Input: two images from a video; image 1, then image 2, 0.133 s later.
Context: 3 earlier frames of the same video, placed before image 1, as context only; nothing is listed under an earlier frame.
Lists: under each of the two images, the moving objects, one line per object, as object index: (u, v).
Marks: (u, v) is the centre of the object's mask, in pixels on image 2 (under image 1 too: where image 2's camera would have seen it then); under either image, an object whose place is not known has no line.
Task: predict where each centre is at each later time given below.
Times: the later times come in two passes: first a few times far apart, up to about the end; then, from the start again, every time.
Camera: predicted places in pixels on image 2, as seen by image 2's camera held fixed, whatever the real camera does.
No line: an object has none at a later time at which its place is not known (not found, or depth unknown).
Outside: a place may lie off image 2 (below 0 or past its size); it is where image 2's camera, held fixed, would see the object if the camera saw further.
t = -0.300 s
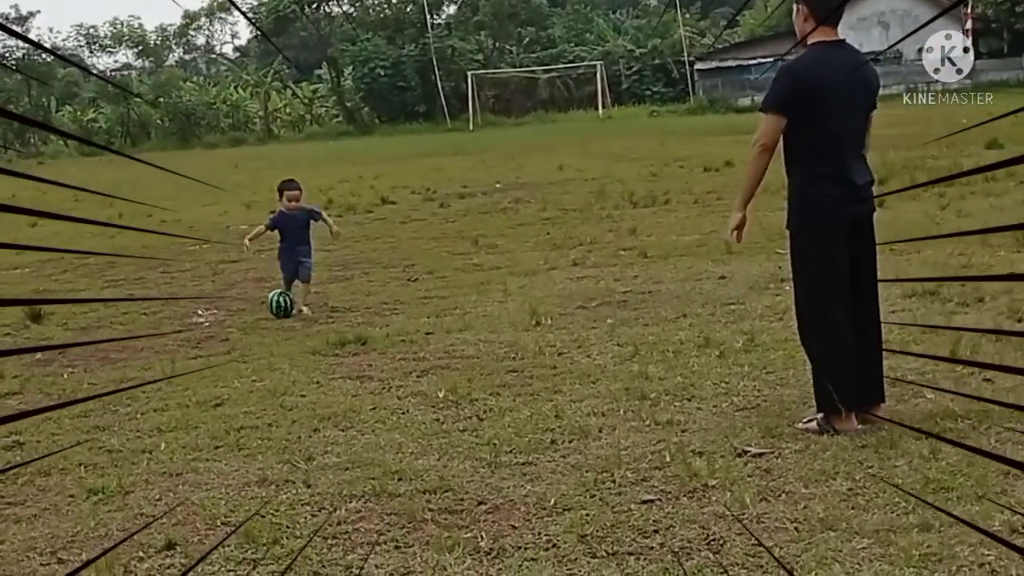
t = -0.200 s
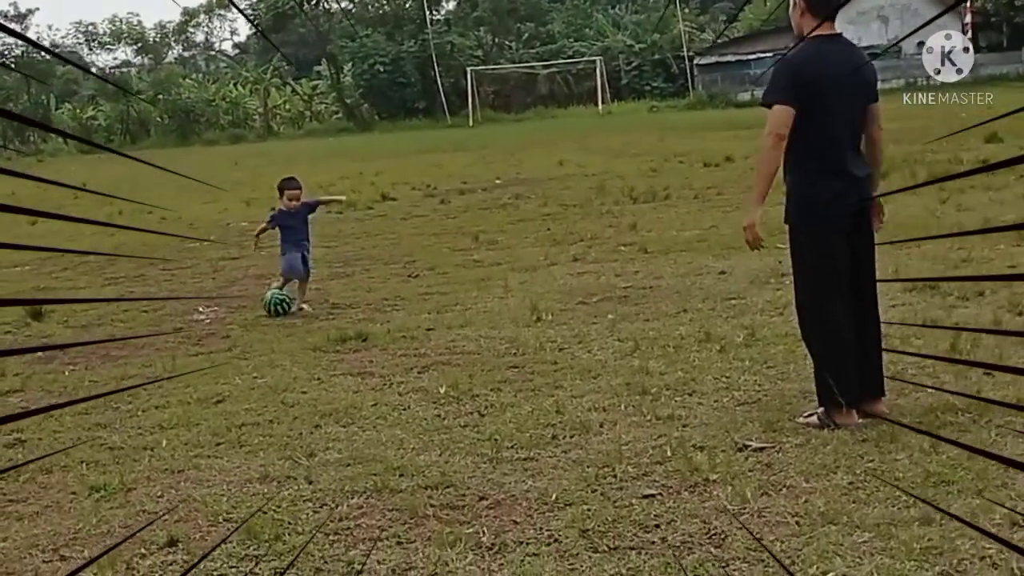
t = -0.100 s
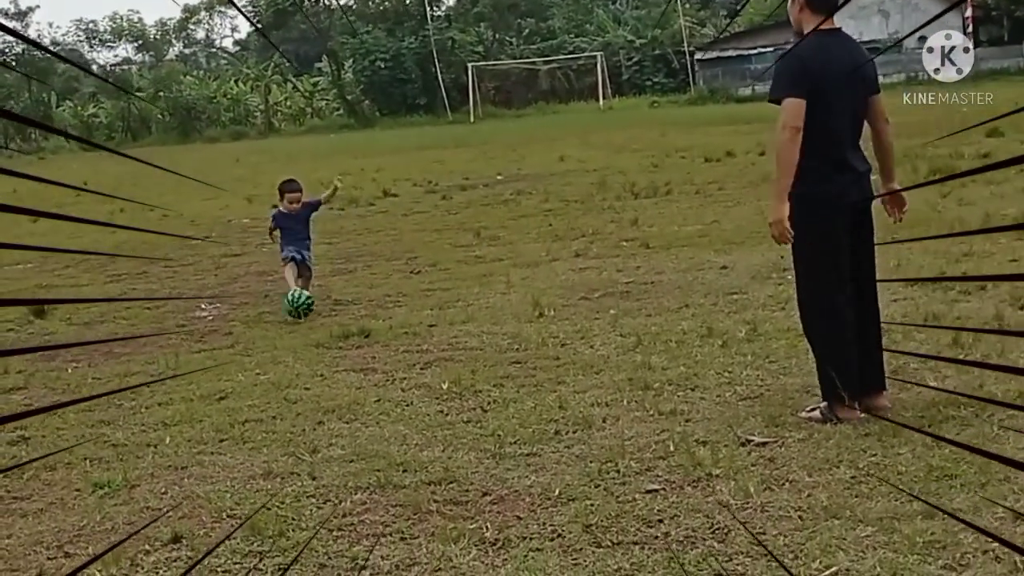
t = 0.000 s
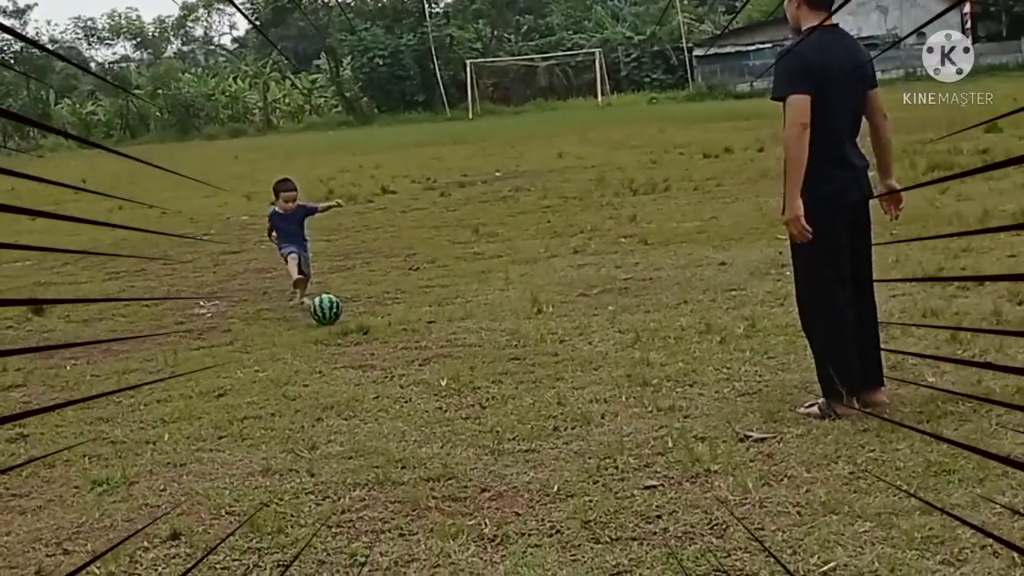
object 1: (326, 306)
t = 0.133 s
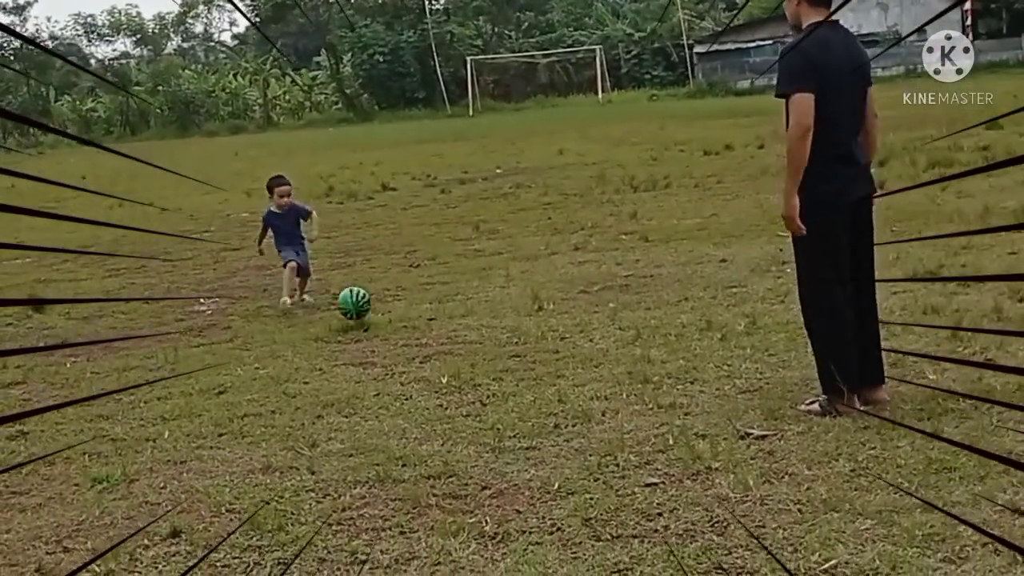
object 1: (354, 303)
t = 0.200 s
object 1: (368, 312)
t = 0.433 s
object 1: (401, 311)
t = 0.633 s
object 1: (424, 325)
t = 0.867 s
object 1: (445, 349)
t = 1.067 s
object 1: (462, 348)
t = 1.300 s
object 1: (478, 359)
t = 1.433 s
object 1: (486, 362)
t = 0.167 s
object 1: (361, 307)
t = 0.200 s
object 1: (368, 312)
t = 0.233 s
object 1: (376, 319)
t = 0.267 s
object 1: (382, 322)
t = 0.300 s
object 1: (386, 317)
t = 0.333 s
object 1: (389, 314)
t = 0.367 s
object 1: (393, 312)
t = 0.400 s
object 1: (396, 311)
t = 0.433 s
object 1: (401, 311)
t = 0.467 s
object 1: (406, 315)
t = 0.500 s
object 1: (409, 321)
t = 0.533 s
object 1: (415, 329)
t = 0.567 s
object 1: (419, 334)
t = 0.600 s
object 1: (421, 329)
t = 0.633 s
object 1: (424, 325)
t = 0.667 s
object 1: (426, 323)
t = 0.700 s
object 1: (429, 322)
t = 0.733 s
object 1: (432, 323)
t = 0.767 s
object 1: (435, 326)
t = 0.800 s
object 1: (439, 333)
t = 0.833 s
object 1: (442, 341)
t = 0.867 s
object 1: (445, 349)
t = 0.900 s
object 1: (448, 344)
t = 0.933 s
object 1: (450, 341)
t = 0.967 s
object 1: (453, 340)
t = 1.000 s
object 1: (455, 341)
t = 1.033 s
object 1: (458, 343)
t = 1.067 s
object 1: (462, 348)
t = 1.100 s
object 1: (465, 355)
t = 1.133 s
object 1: (467, 354)
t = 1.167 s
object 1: (469, 354)
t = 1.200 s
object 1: (471, 355)
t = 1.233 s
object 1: (475, 357)
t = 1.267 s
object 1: (477, 359)
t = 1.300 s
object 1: (478, 359)
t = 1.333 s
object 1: (480, 359)
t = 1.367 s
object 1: (481, 360)
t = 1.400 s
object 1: (484, 361)
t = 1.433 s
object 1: (486, 362)
